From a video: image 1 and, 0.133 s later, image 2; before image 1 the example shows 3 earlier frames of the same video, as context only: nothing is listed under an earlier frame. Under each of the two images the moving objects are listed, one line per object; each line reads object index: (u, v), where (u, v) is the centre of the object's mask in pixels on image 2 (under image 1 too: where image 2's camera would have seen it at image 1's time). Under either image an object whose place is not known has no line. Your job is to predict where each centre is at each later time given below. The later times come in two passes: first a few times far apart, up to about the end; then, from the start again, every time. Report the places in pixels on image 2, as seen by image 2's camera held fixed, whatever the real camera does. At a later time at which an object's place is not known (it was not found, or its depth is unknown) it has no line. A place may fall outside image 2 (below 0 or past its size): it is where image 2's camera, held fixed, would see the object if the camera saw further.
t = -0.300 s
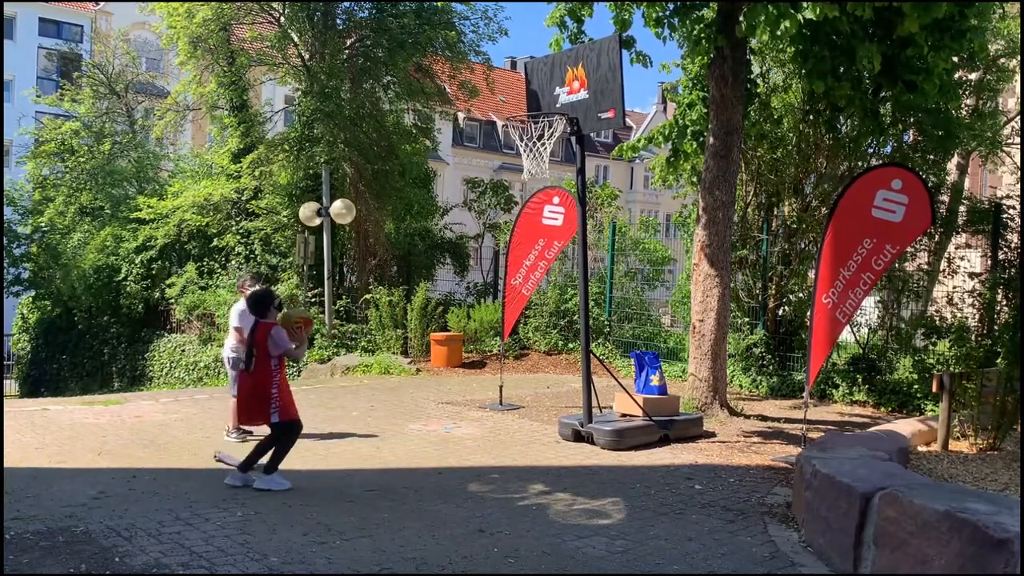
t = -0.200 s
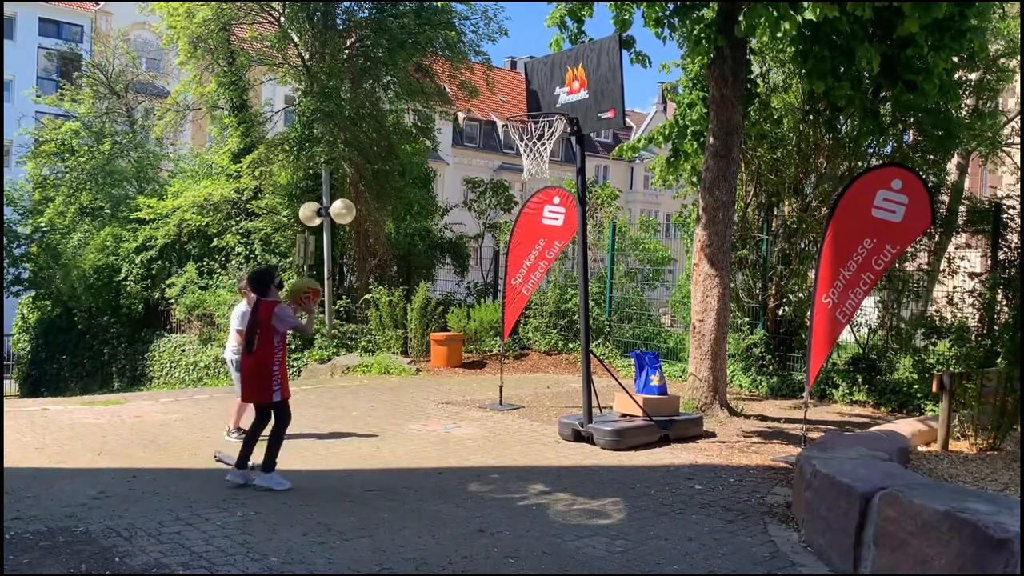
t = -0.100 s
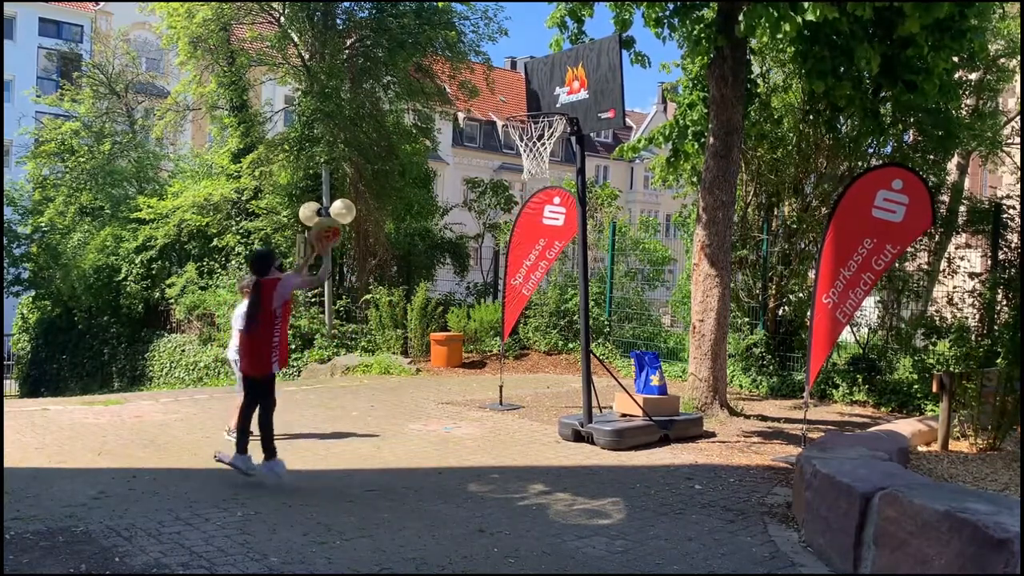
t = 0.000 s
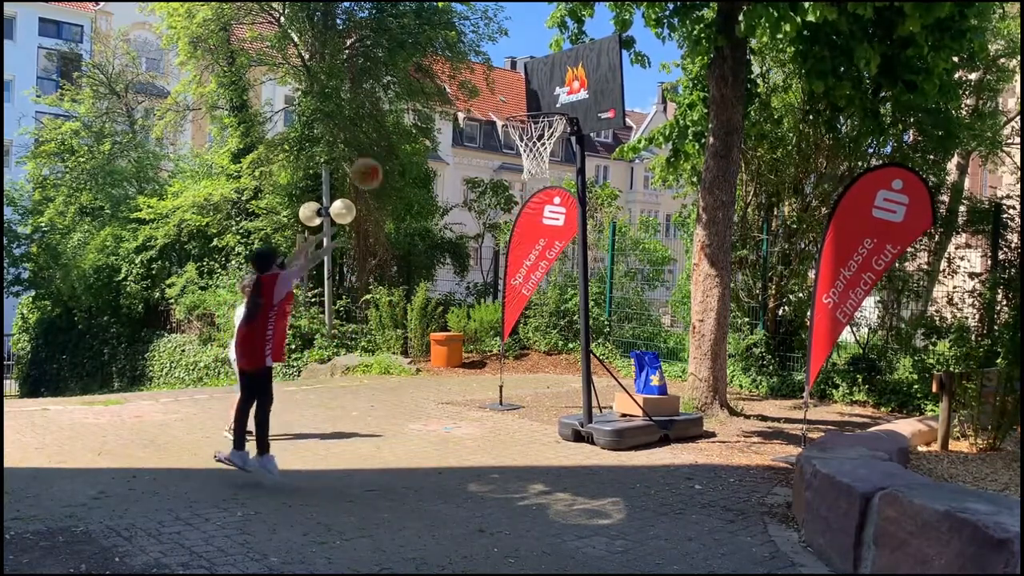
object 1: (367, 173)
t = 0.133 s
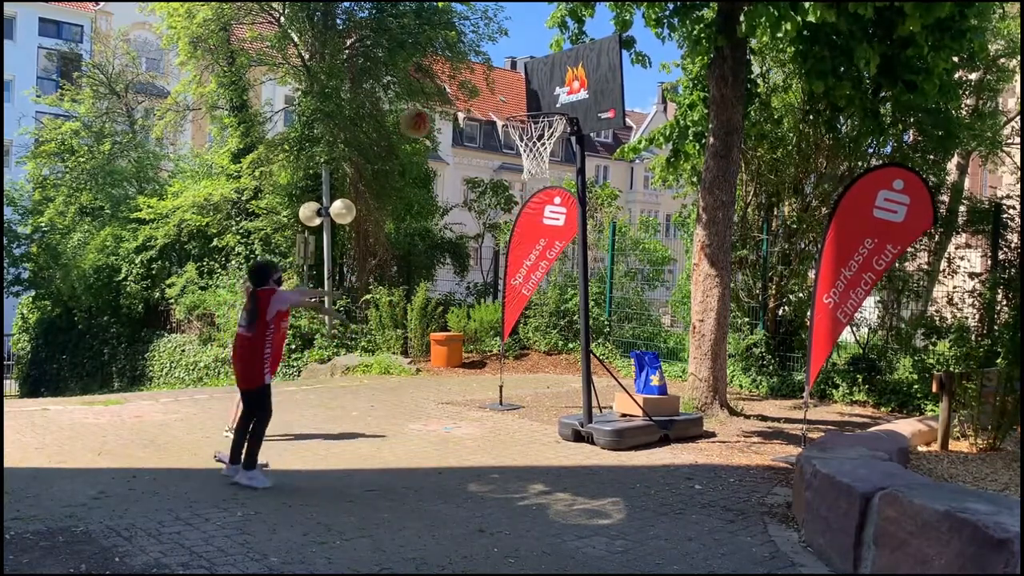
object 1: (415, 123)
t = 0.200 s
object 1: (438, 107)
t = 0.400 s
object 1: (498, 100)
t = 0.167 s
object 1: (426, 115)
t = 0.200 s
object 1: (438, 107)
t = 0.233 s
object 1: (448, 102)
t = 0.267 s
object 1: (459, 98)
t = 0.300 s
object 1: (469, 96)
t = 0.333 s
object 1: (479, 96)
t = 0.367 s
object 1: (489, 97)
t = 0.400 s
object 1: (498, 100)
